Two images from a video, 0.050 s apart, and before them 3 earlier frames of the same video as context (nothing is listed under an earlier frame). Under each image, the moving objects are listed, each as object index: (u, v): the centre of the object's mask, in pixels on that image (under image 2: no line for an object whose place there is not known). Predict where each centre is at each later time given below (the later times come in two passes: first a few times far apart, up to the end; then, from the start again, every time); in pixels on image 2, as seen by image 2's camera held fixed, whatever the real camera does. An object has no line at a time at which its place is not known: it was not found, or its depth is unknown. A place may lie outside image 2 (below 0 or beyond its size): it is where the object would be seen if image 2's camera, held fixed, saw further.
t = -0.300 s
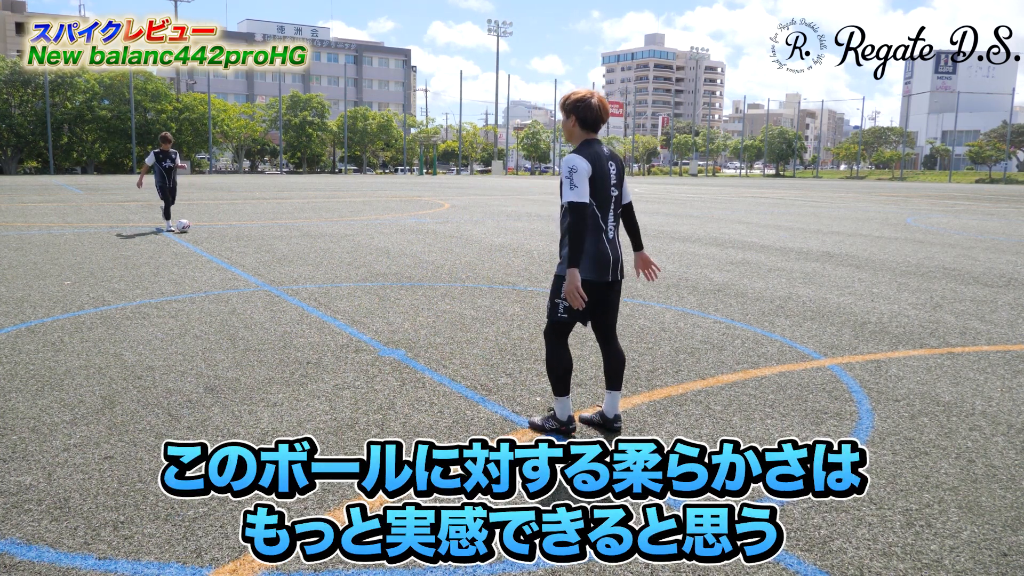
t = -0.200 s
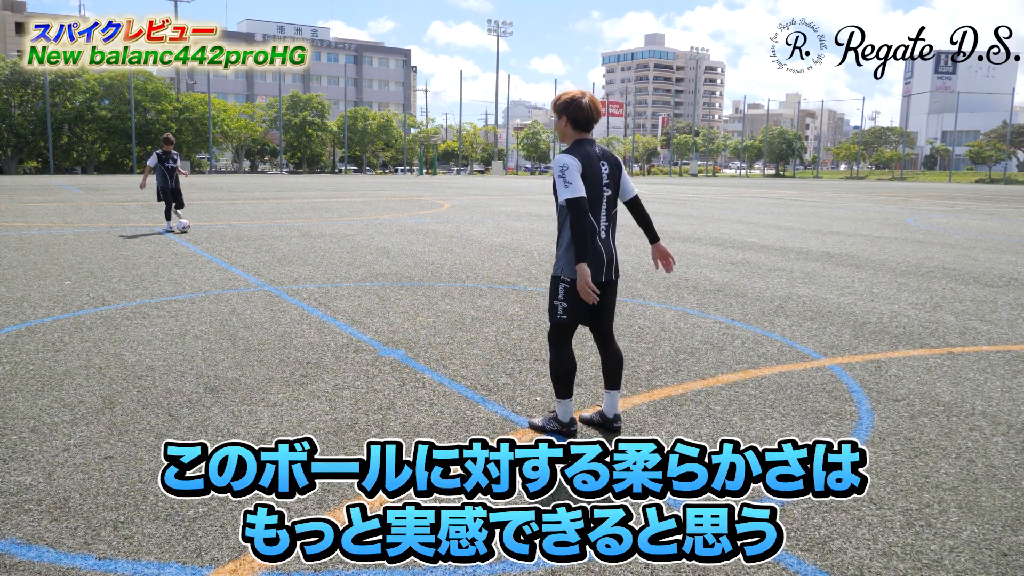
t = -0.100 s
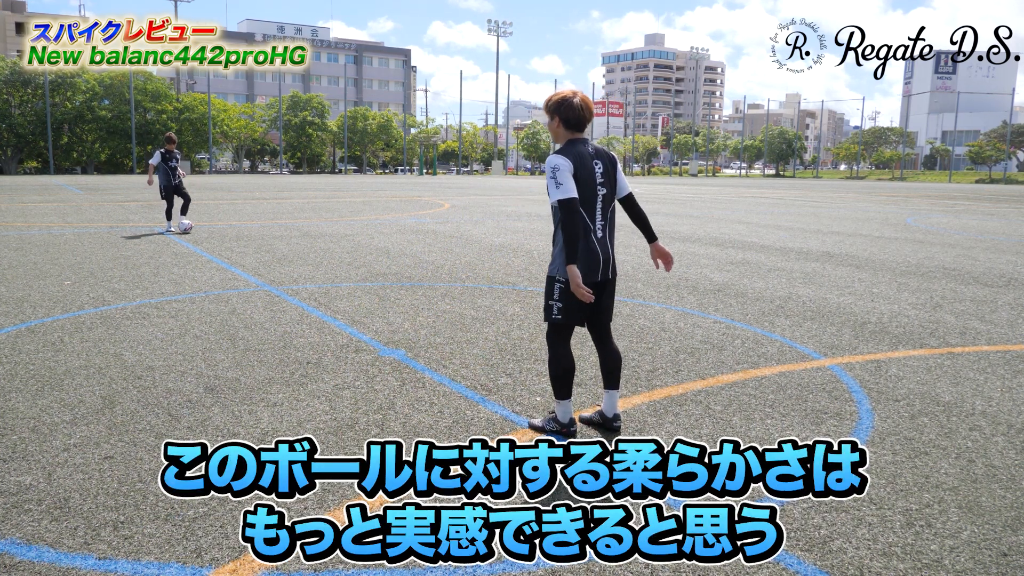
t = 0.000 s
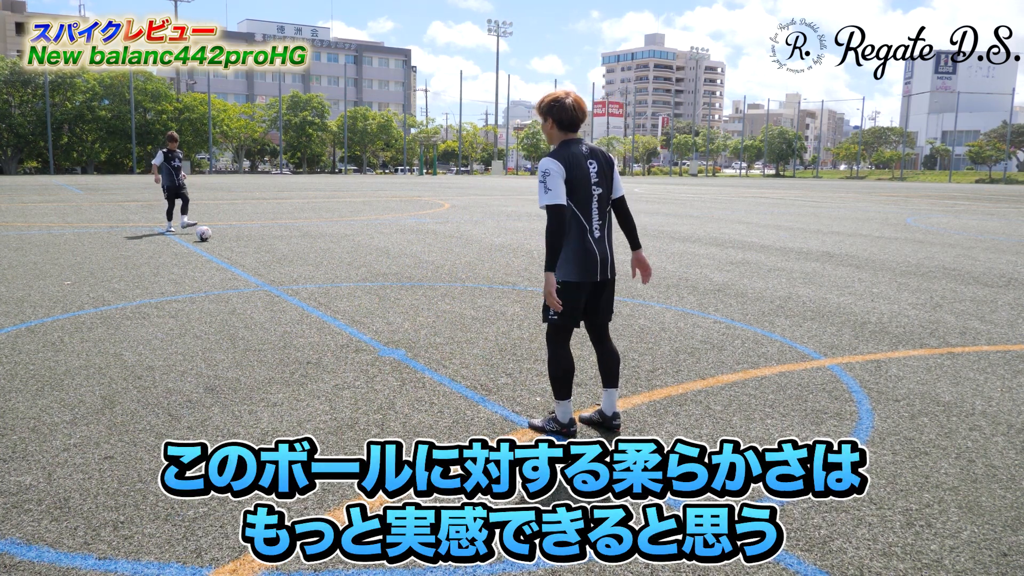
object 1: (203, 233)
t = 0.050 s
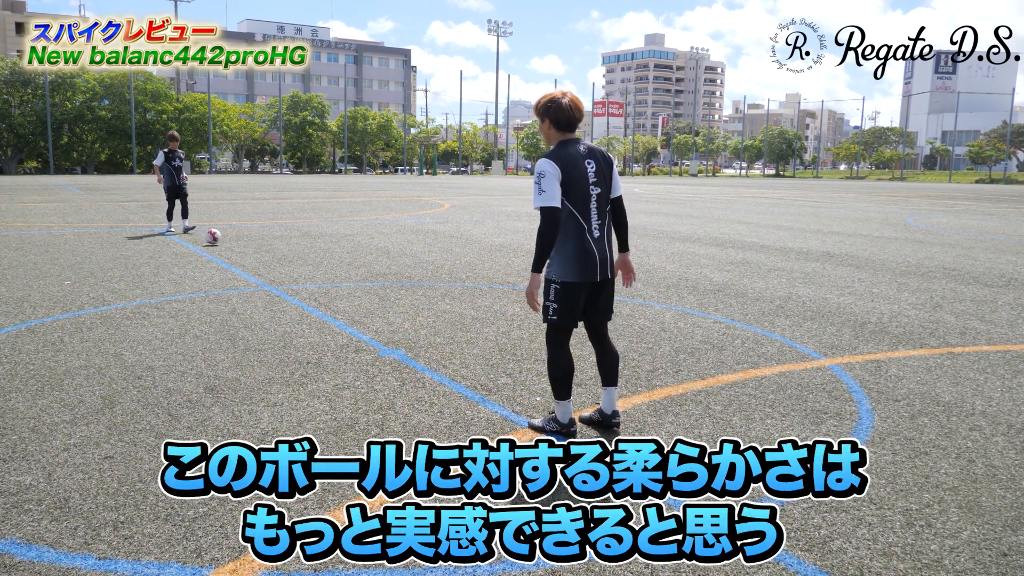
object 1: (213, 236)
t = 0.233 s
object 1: (250, 251)
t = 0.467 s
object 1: (305, 276)
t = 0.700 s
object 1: (371, 308)
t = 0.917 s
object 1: (457, 345)
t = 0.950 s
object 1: (474, 353)
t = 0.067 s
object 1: (216, 237)
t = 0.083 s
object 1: (219, 238)
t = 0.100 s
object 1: (222, 239)
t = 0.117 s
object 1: (226, 241)
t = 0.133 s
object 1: (229, 242)
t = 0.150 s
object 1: (233, 244)
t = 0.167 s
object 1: (237, 246)
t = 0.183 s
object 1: (240, 249)
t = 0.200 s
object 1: (243, 250)
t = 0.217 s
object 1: (247, 251)
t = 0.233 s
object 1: (250, 251)
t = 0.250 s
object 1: (254, 252)
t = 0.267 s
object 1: (257, 254)
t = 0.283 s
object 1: (262, 255)
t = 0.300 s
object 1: (265, 257)
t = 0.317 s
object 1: (269, 259)
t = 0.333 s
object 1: (273, 262)
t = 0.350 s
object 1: (277, 265)
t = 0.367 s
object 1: (281, 267)
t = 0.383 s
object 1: (285, 268)
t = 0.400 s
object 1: (289, 269)
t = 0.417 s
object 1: (293, 270)
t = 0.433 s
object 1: (297, 272)
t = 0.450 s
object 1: (300, 273)
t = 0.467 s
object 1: (305, 276)
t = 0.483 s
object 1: (310, 278)
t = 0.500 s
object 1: (314, 281)
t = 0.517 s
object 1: (319, 285)
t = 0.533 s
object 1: (323, 286)
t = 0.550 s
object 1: (327, 286)
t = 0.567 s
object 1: (332, 287)
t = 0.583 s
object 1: (336, 289)
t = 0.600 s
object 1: (341, 291)
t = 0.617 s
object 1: (346, 293)
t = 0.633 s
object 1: (350, 296)
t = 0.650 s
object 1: (355, 299)
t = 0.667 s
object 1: (361, 303)
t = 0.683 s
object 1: (366, 307)
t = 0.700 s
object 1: (371, 308)
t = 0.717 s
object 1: (377, 309)
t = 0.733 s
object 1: (382, 311)
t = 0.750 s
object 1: (388, 313)
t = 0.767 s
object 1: (394, 316)
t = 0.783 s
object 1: (400, 319)
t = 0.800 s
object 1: (406, 323)
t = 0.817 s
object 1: (413, 327)
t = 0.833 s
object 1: (421, 332)
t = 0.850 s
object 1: (427, 336)
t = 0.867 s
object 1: (435, 338)
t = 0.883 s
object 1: (441, 340)
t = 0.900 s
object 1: (449, 343)
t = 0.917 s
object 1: (457, 345)
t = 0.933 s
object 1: (465, 349)
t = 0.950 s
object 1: (474, 353)
